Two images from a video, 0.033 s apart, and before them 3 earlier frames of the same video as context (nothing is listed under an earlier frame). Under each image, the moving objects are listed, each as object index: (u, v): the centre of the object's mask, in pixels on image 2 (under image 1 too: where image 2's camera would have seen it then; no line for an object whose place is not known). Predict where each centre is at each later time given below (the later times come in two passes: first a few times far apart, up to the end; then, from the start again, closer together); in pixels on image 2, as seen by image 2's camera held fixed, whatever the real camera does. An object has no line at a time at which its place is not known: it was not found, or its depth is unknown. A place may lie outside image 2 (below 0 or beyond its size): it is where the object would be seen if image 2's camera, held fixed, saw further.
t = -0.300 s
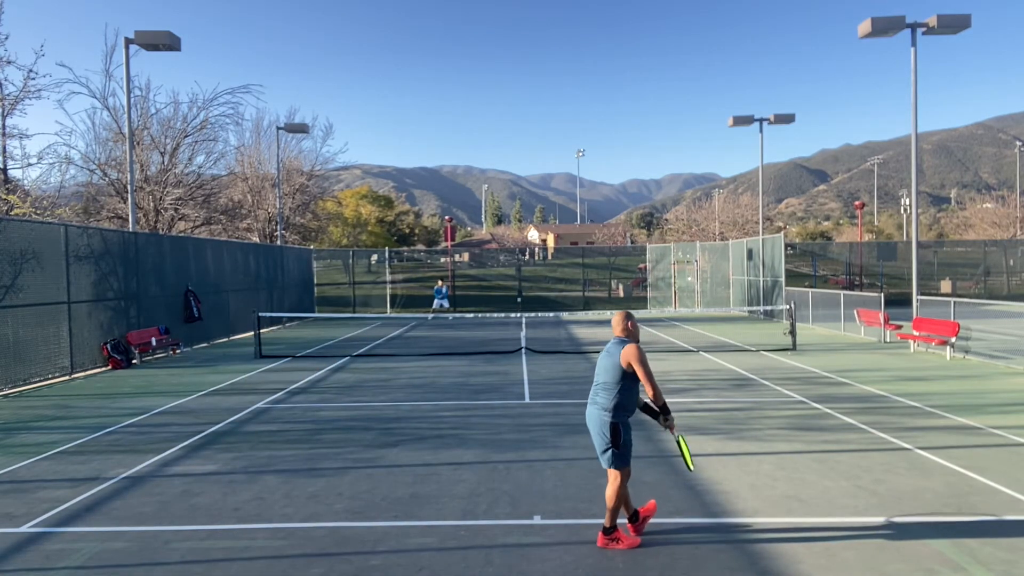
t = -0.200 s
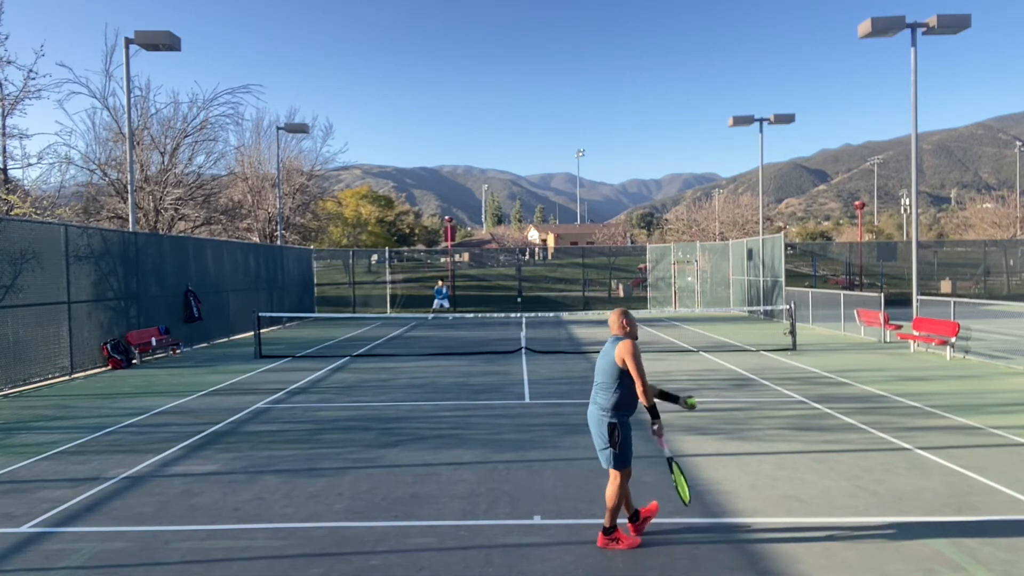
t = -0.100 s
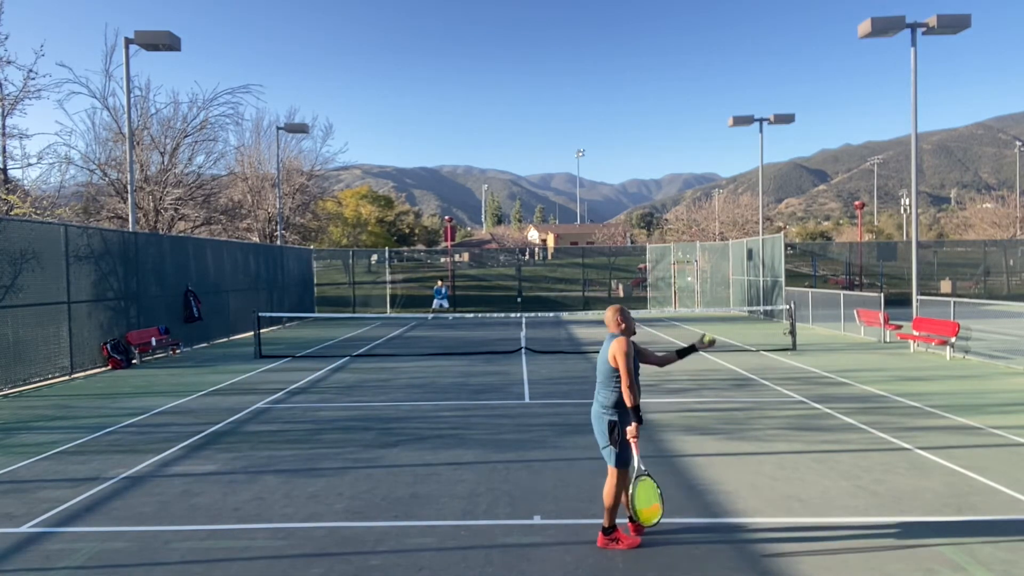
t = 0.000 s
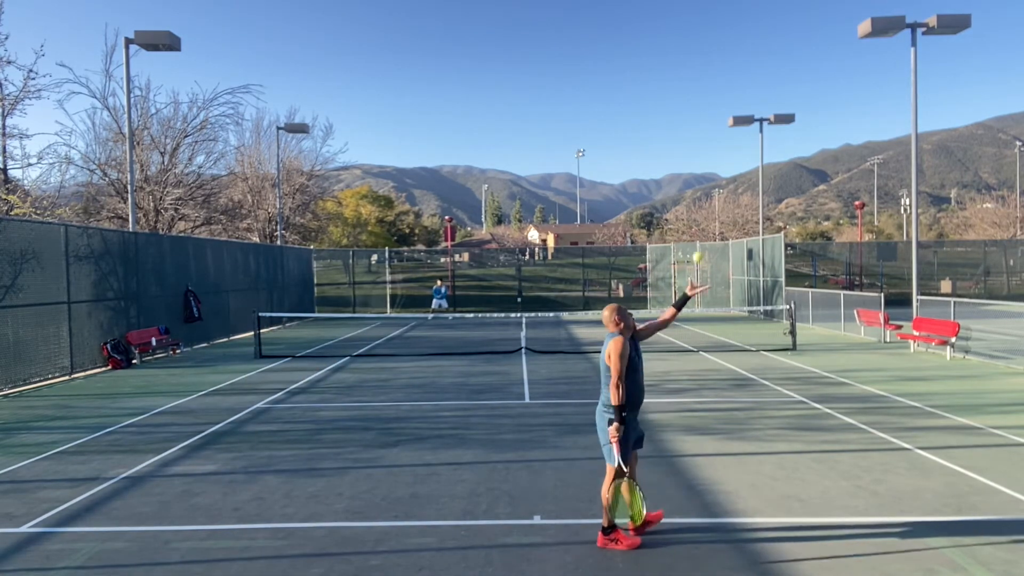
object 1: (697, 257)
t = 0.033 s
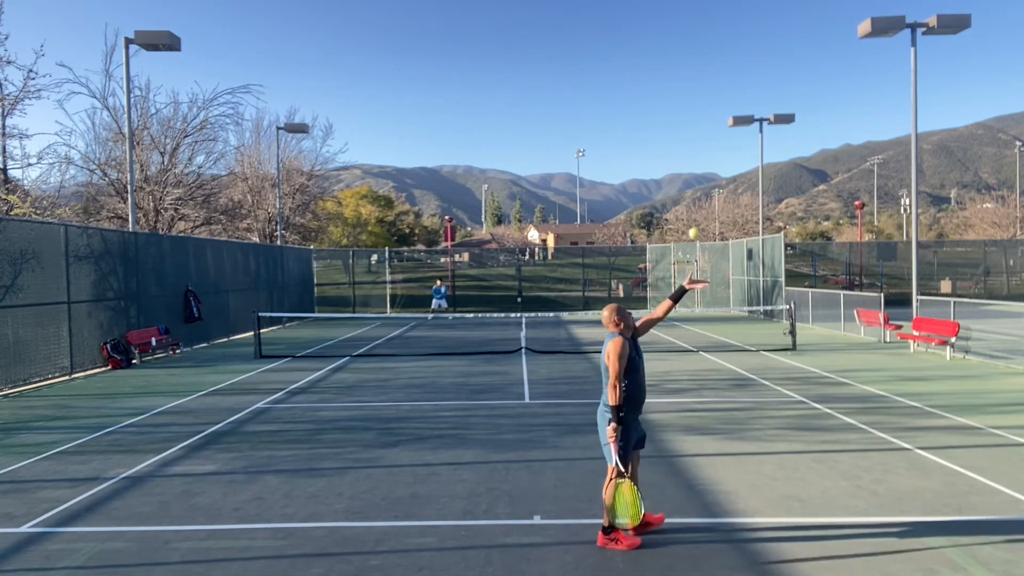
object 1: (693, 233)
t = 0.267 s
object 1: (668, 112)
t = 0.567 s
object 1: (639, 70)
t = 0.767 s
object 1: (622, 107)
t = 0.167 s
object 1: (678, 154)
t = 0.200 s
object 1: (675, 139)
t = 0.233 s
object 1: (671, 124)
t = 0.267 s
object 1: (668, 112)
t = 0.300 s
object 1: (665, 102)
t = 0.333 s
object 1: (661, 92)
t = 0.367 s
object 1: (659, 84)
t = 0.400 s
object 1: (655, 79)
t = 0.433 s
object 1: (651, 74)
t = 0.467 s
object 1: (648, 71)
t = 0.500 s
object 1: (645, 69)
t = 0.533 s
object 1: (642, 69)
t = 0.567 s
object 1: (639, 70)
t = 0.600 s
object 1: (636, 73)
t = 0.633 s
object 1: (633, 77)
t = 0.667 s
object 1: (630, 83)
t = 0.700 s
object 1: (627, 89)
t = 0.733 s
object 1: (624, 97)
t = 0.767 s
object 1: (622, 107)
